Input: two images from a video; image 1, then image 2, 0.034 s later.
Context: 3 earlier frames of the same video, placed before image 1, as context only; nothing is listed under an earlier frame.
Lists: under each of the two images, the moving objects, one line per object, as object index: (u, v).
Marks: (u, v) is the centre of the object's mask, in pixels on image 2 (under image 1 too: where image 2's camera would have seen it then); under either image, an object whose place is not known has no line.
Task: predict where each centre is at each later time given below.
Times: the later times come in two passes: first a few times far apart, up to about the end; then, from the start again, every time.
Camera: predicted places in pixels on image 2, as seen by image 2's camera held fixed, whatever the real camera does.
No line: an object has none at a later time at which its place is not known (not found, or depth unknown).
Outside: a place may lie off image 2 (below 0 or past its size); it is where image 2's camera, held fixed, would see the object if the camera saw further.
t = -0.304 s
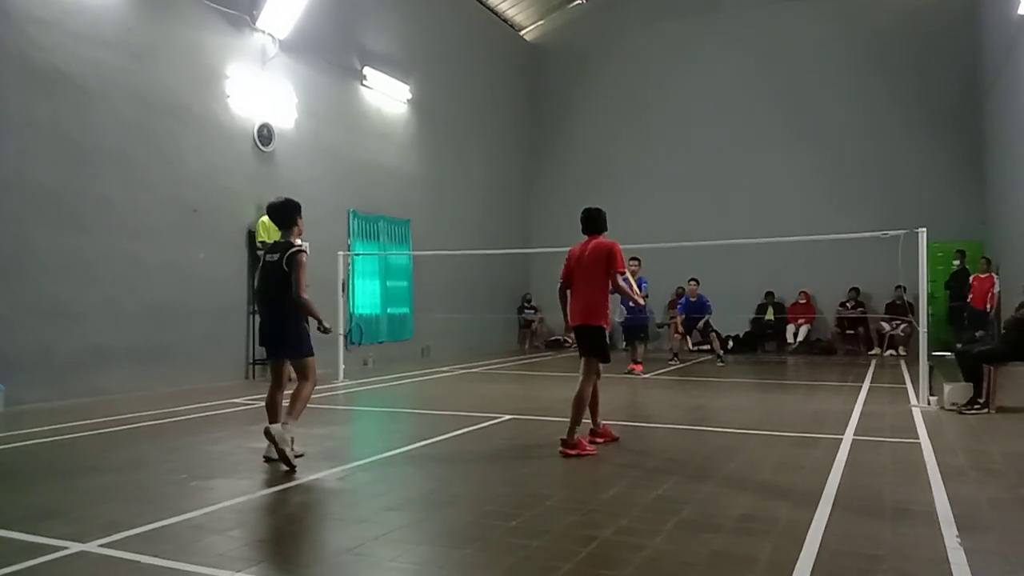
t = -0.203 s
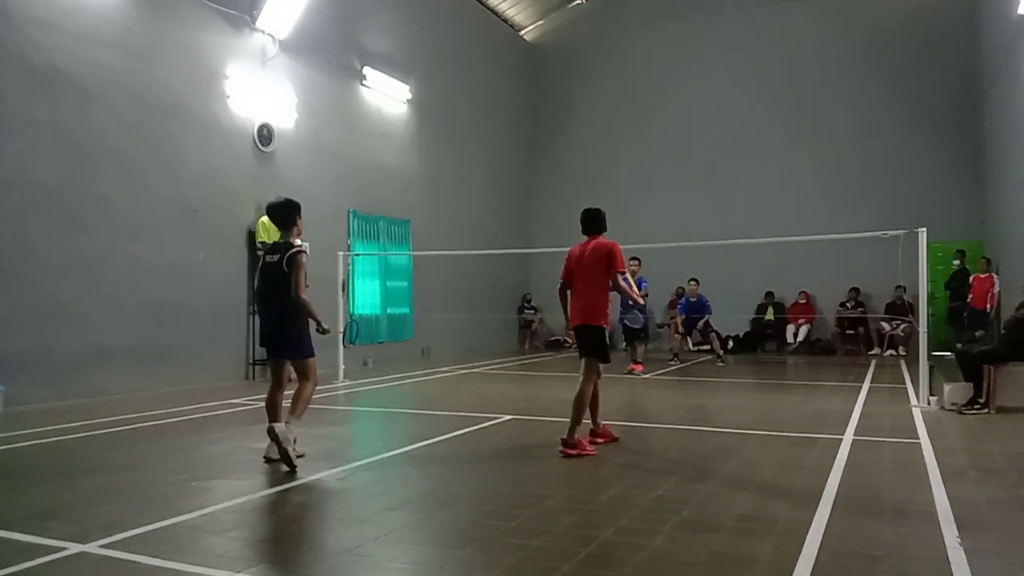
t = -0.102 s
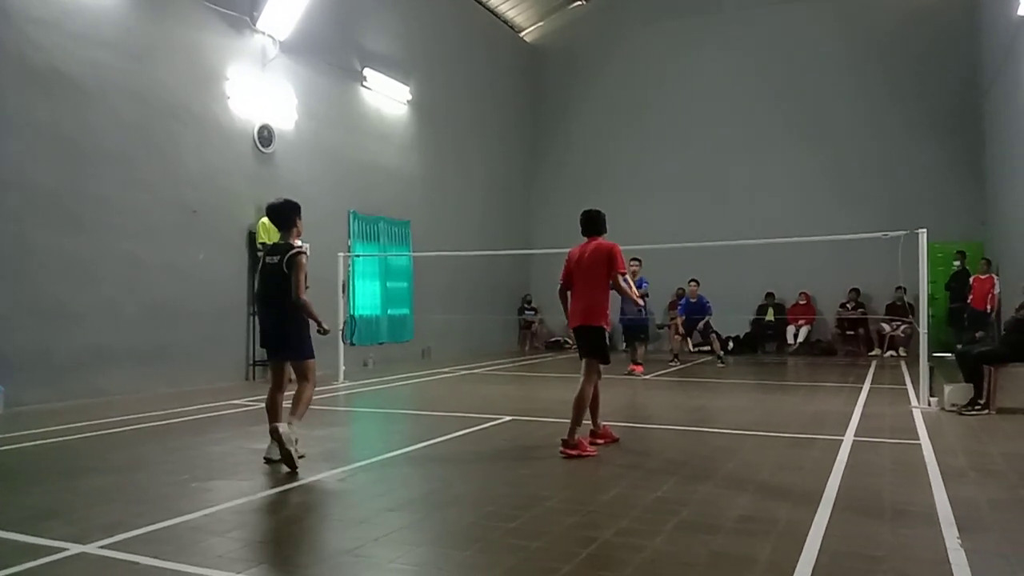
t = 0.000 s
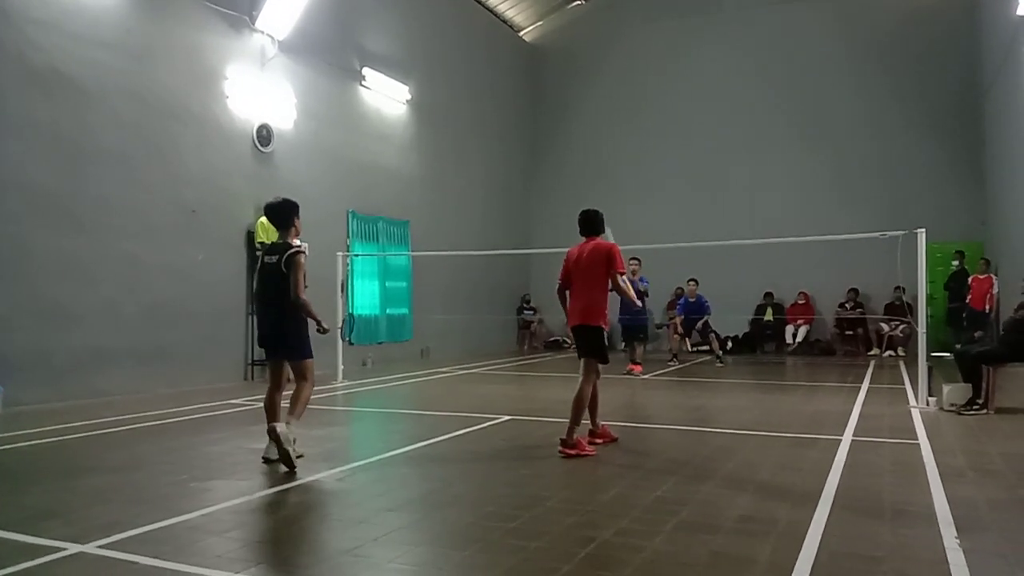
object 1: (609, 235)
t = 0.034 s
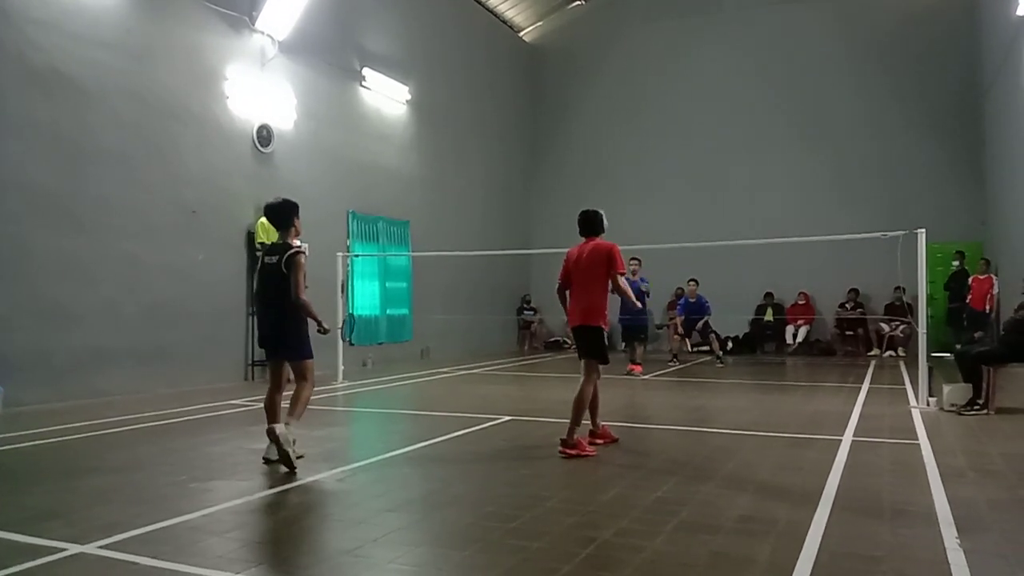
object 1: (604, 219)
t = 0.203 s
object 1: (571, 143)
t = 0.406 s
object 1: (537, 93)
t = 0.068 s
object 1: (595, 201)
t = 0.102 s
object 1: (590, 184)
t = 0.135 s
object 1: (583, 169)
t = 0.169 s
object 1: (577, 154)
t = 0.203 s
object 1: (571, 143)
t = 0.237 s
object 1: (566, 130)
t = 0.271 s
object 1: (559, 119)
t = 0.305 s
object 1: (554, 112)
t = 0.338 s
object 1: (548, 104)
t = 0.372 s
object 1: (543, 98)
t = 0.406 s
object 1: (537, 93)
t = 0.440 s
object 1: (531, 90)
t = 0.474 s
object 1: (526, 88)
